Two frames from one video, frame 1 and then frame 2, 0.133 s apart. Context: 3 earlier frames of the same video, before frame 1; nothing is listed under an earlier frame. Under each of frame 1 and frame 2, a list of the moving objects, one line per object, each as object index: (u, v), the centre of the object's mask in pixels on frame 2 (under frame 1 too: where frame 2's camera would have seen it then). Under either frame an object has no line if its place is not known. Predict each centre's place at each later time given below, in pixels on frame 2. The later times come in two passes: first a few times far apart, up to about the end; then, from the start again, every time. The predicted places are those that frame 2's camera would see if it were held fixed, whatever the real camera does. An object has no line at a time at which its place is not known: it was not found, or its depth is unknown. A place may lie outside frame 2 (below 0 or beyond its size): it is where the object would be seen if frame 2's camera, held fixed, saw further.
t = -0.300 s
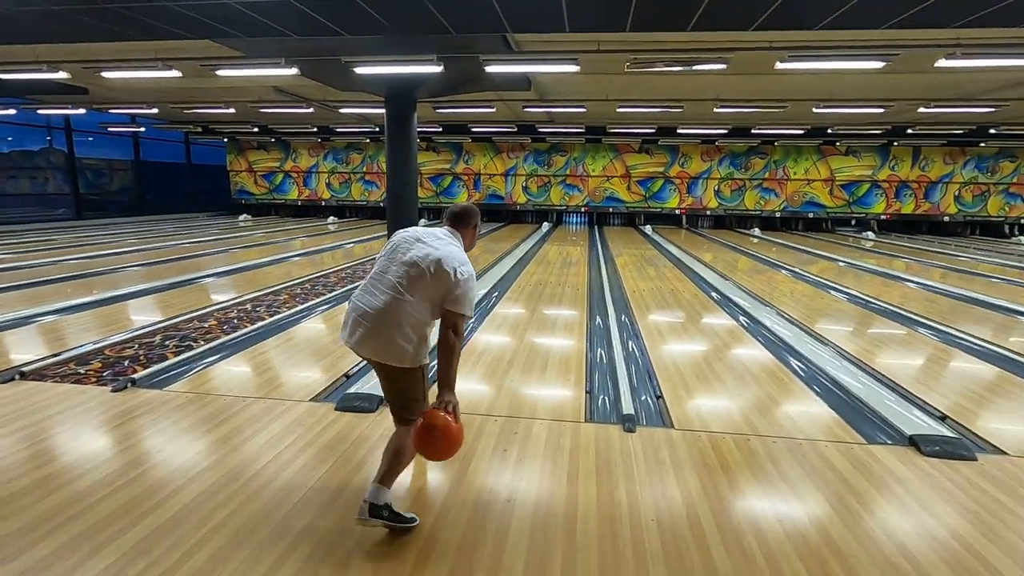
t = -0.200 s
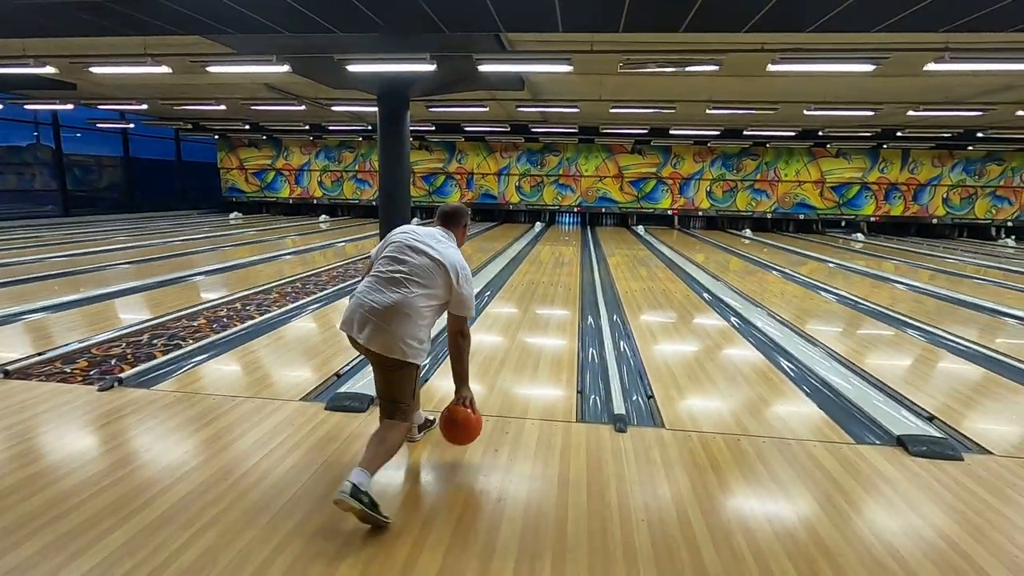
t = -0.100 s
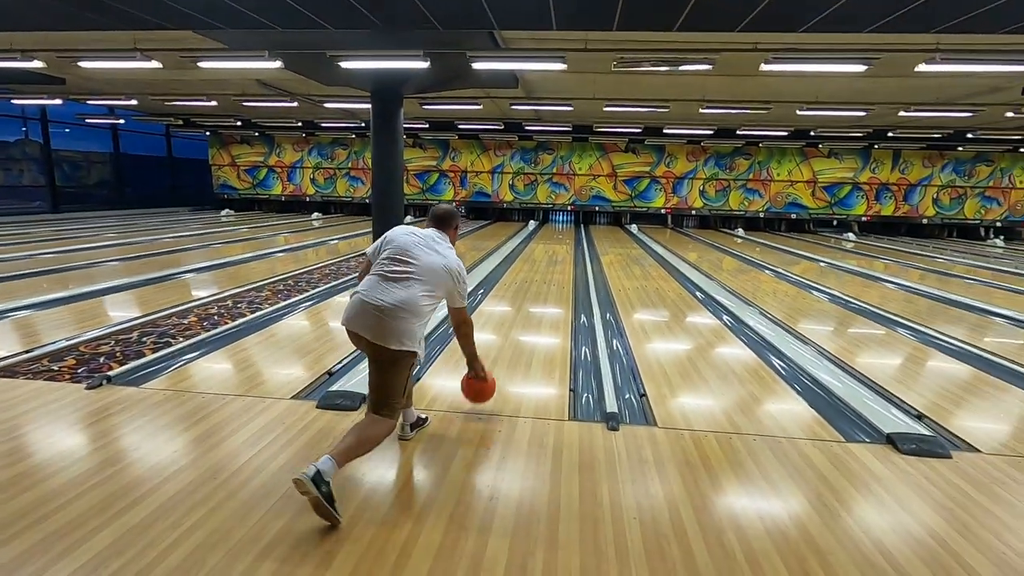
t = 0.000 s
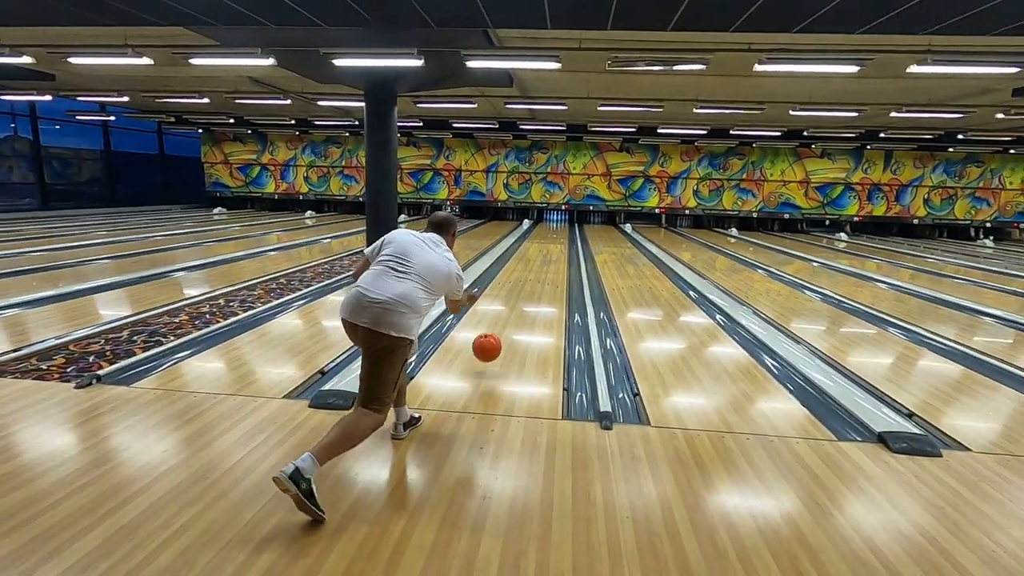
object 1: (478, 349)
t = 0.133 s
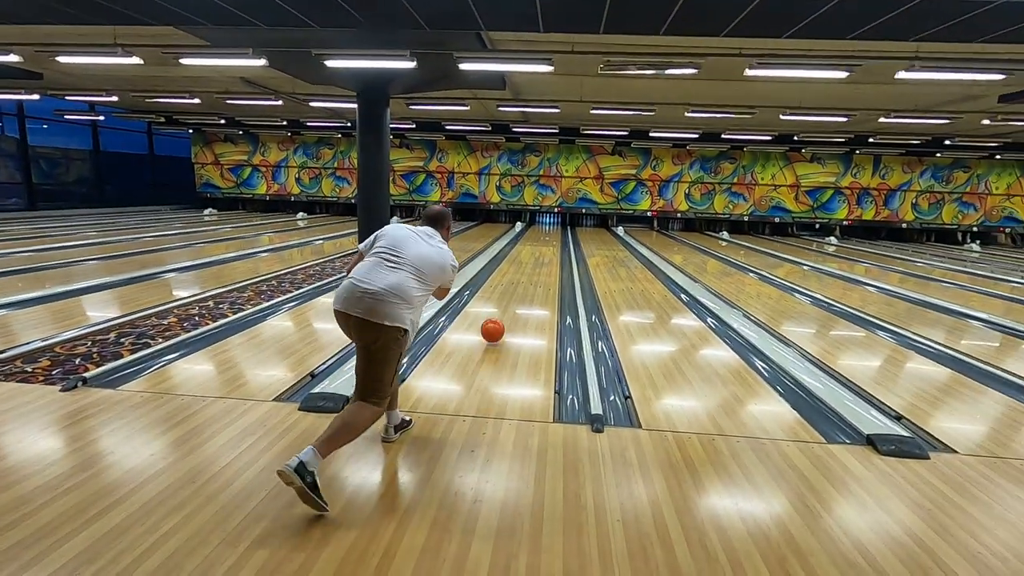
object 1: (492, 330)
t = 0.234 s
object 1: (500, 316)
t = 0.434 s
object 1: (510, 292)
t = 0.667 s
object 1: (517, 276)
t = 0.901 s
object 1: (522, 263)
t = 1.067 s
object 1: (525, 255)
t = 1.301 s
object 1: (528, 248)
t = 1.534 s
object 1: (530, 243)
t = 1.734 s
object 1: (532, 239)
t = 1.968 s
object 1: (533, 236)
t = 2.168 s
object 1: (533, 233)
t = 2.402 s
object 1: (535, 230)
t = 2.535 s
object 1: (535, 229)
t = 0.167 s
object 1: (494, 329)
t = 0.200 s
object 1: (497, 321)
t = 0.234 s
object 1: (500, 316)
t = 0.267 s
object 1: (501, 313)
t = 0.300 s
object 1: (503, 308)
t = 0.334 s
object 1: (505, 303)
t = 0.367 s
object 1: (506, 301)
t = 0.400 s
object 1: (508, 296)
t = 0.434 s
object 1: (510, 292)
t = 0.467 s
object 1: (511, 291)
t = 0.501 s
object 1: (512, 287)
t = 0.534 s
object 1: (514, 284)
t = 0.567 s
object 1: (514, 283)
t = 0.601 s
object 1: (515, 279)
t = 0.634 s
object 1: (517, 277)
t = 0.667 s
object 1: (517, 276)
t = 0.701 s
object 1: (518, 273)
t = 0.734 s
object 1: (519, 270)
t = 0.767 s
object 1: (520, 269)
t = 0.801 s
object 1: (520, 268)
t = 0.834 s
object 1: (521, 266)
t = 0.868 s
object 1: (522, 265)
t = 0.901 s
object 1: (522, 263)
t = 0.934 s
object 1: (523, 261)
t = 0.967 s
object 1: (524, 259)
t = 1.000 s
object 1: (525, 258)
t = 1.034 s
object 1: (525, 257)
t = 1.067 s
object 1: (525, 255)
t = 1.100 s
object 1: (526, 254)
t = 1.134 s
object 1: (527, 253)
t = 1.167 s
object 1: (527, 252)
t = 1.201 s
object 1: (527, 250)
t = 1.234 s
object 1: (528, 249)
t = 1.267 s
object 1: (528, 249)
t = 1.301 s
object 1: (528, 248)
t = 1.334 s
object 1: (529, 247)
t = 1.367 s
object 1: (529, 246)
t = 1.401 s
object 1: (529, 246)
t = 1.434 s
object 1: (530, 245)
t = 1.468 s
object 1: (530, 244)
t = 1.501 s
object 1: (530, 243)
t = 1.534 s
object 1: (530, 243)
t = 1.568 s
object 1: (531, 242)
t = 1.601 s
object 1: (531, 241)
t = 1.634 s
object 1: (531, 241)
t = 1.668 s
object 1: (531, 240)
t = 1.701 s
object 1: (531, 240)
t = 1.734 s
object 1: (532, 239)
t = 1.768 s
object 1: (532, 239)
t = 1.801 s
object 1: (532, 238)
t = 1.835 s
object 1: (532, 237)
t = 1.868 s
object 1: (533, 237)
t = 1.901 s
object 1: (533, 237)
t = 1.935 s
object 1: (533, 236)
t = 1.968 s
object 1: (533, 236)
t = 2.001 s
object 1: (533, 235)
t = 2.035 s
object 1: (533, 235)
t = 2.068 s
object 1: (533, 235)
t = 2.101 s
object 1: (533, 234)
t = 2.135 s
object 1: (533, 233)
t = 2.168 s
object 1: (533, 233)
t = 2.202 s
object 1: (533, 232)
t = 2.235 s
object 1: (533, 232)
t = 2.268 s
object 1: (533, 232)
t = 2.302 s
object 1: (534, 231)
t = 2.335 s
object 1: (534, 231)
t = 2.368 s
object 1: (534, 231)
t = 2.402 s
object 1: (535, 230)
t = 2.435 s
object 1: (535, 230)
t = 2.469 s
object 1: (535, 230)
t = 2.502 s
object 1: (535, 229)
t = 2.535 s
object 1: (535, 229)
